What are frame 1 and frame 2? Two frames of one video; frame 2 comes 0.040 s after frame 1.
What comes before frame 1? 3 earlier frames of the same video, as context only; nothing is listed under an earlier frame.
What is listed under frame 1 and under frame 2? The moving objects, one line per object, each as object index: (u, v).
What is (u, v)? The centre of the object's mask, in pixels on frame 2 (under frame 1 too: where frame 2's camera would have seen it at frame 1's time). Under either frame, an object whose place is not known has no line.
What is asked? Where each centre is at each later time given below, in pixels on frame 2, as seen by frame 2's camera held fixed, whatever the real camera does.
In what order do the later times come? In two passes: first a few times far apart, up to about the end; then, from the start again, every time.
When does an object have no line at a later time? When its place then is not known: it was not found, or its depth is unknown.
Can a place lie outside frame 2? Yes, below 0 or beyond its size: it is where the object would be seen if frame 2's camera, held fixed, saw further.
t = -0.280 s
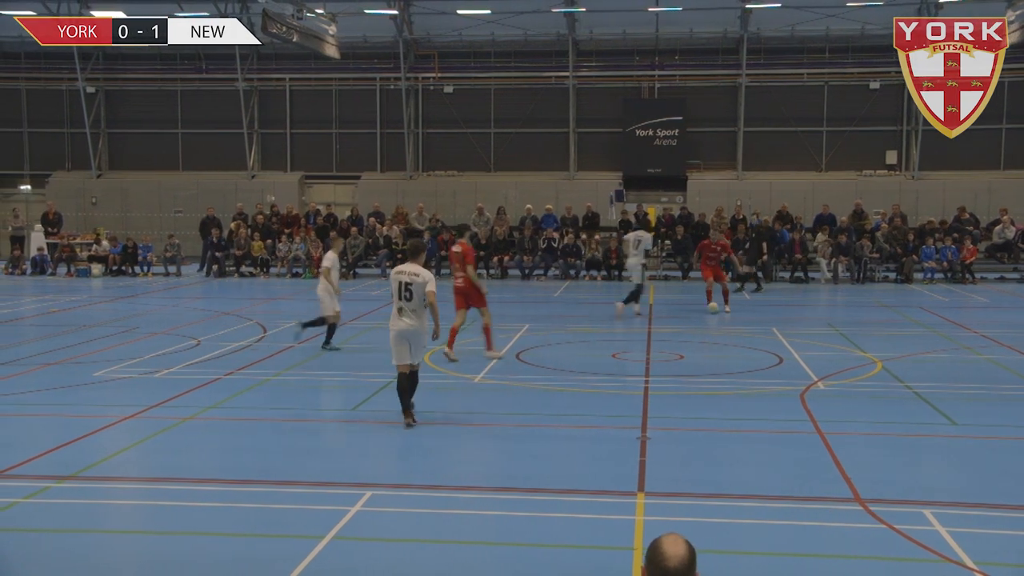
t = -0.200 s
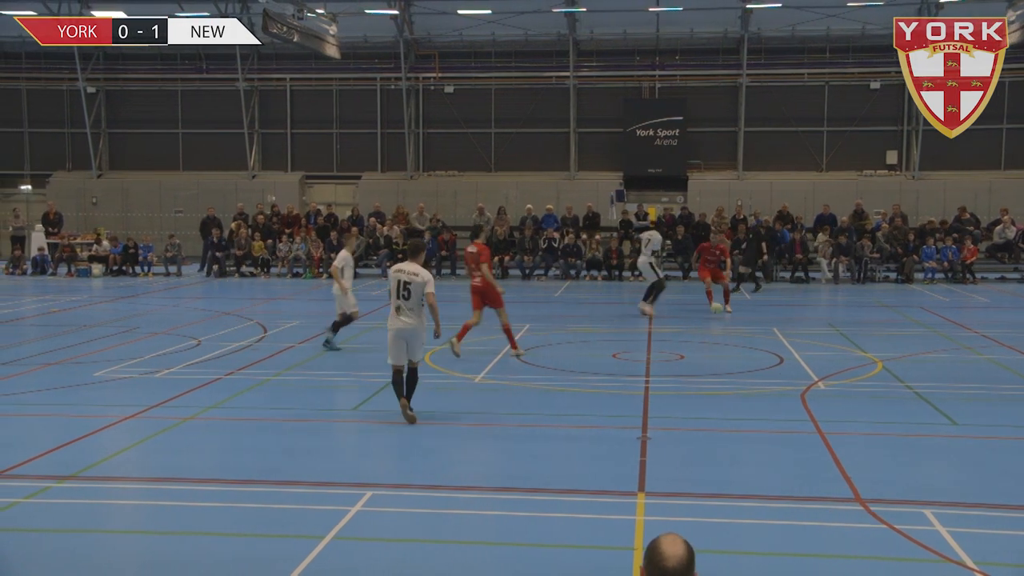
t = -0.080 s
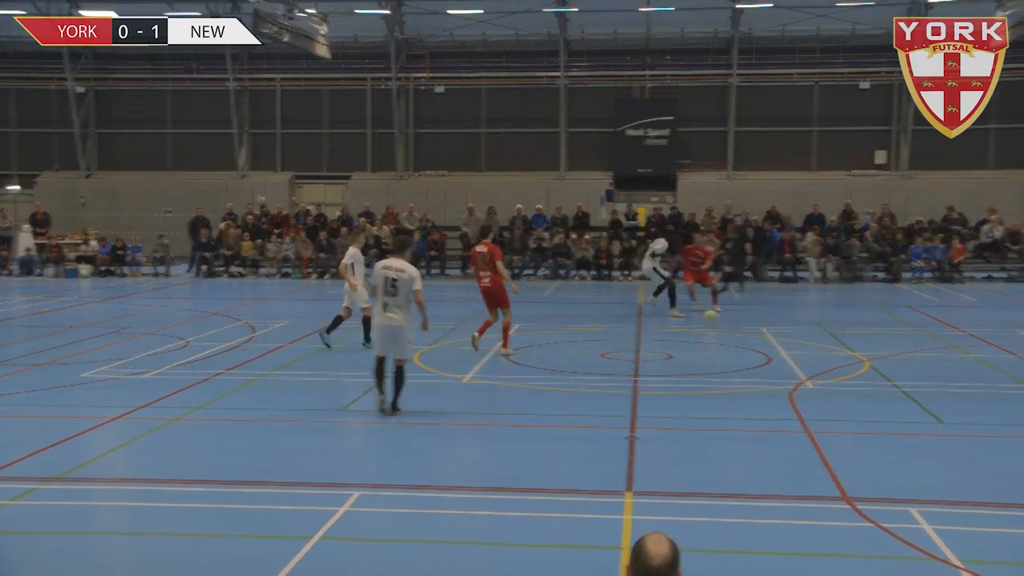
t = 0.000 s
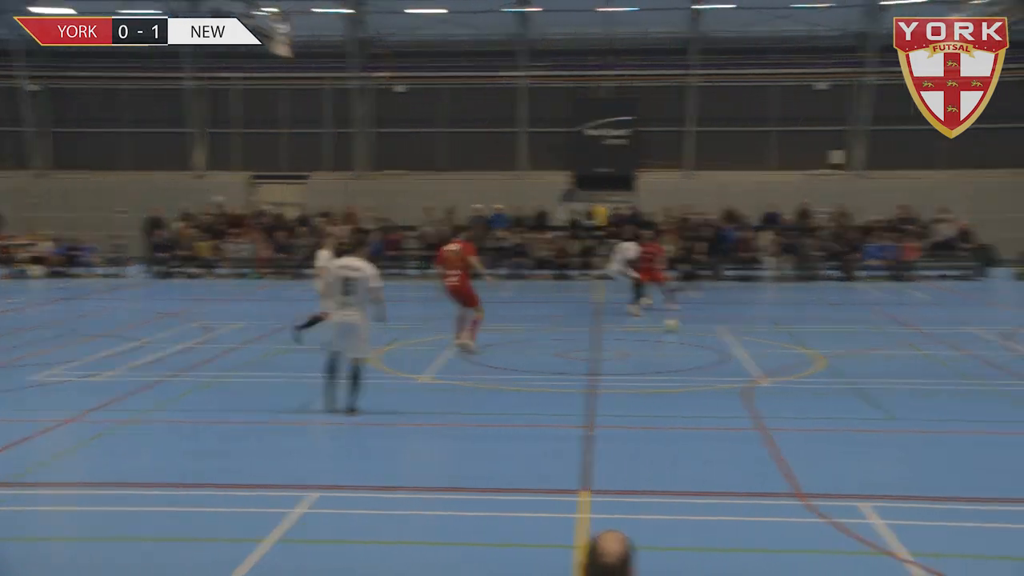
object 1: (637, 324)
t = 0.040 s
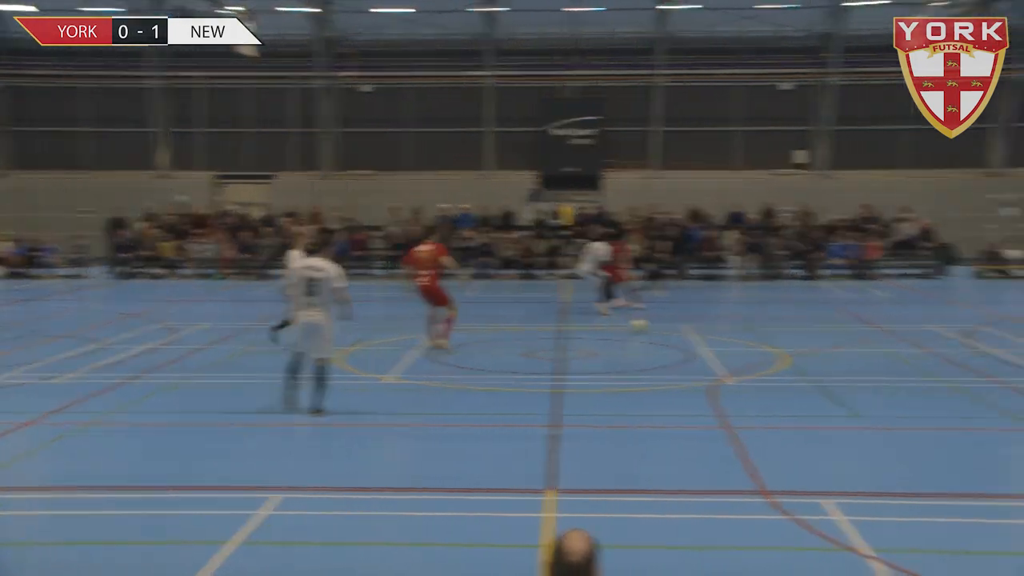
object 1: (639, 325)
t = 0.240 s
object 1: (643, 340)
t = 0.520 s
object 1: (653, 362)
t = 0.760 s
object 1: (662, 382)
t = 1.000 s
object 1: (673, 405)
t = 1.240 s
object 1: (686, 432)
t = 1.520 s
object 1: (705, 474)
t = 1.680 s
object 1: (720, 503)
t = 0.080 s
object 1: (639, 327)
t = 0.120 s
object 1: (640, 330)
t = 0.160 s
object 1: (641, 335)
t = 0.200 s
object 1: (641, 338)
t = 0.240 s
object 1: (643, 340)
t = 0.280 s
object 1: (645, 344)
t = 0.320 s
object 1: (645, 347)
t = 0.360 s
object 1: (646, 350)
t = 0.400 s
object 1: (648, 353)
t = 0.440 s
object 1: (650, 356)
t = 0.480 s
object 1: (651, 359)
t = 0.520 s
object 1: (653, 362)
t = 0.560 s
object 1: (654, 365)
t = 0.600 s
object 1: (656, 368)
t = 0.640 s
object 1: (658, 372)
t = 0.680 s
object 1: (659, 375)
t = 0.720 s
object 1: (661, 378)
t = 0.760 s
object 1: (662, 382)
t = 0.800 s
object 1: (664, 385)
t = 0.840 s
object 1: (666, 389)
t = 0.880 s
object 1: (668, 393)
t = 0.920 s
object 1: (670, 396)
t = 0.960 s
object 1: (671, 400)
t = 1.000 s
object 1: (673, 405)
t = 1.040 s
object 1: (675, 409)
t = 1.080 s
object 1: (677, 414)
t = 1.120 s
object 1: (679, 417)
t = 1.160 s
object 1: (681, 421)
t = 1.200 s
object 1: (683, 426)
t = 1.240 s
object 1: (686, 432)
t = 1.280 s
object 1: (688, 437)
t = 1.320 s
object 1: (690, 443)
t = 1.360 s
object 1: (693, 449)
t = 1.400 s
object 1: (696, 454)
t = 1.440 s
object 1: (699, 461)
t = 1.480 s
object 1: (702, 467)
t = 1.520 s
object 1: (705, 474)
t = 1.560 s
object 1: (709, 481)
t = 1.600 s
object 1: (712, 487)
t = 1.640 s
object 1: (715, 496)
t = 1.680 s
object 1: (720, 503)
